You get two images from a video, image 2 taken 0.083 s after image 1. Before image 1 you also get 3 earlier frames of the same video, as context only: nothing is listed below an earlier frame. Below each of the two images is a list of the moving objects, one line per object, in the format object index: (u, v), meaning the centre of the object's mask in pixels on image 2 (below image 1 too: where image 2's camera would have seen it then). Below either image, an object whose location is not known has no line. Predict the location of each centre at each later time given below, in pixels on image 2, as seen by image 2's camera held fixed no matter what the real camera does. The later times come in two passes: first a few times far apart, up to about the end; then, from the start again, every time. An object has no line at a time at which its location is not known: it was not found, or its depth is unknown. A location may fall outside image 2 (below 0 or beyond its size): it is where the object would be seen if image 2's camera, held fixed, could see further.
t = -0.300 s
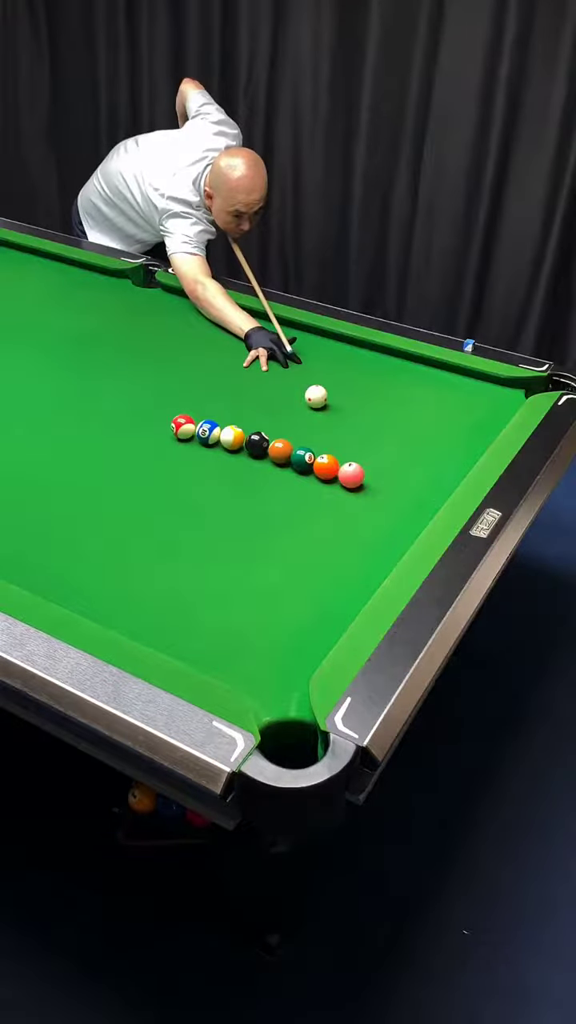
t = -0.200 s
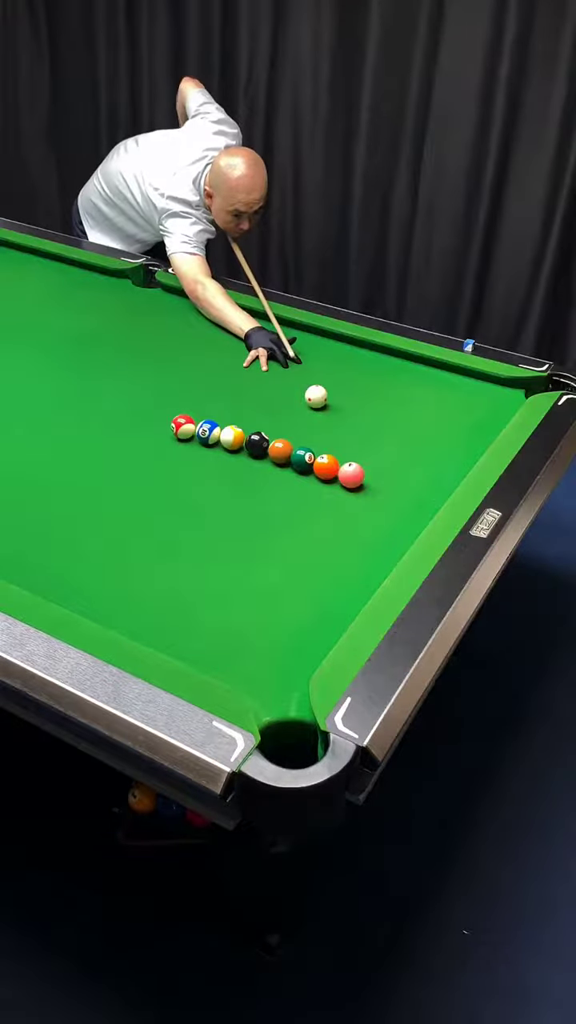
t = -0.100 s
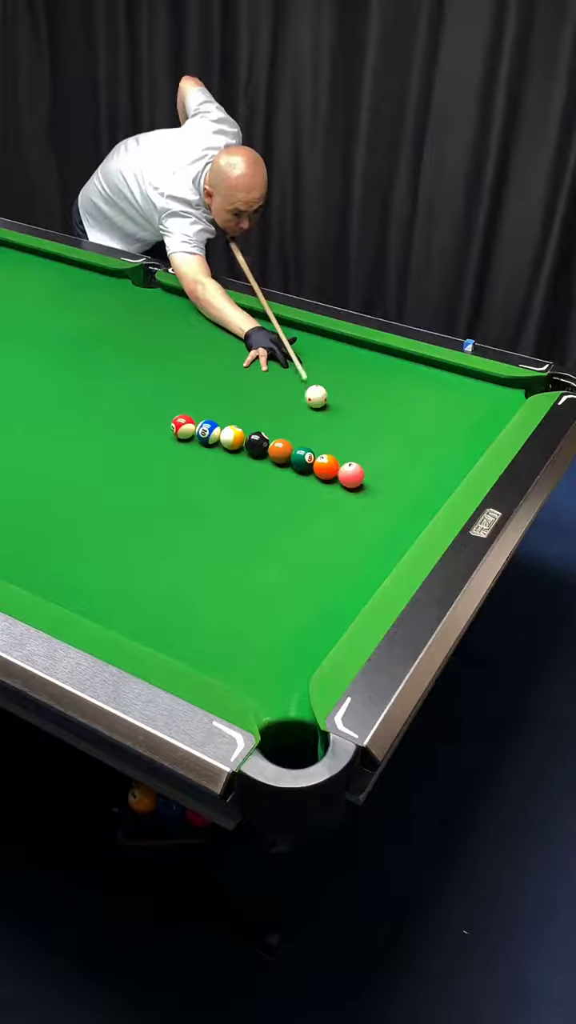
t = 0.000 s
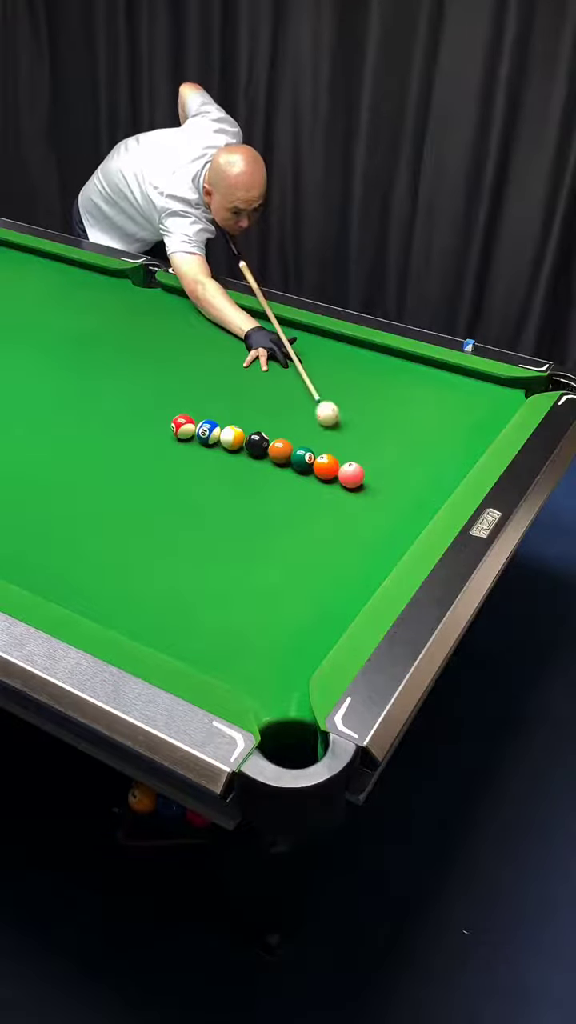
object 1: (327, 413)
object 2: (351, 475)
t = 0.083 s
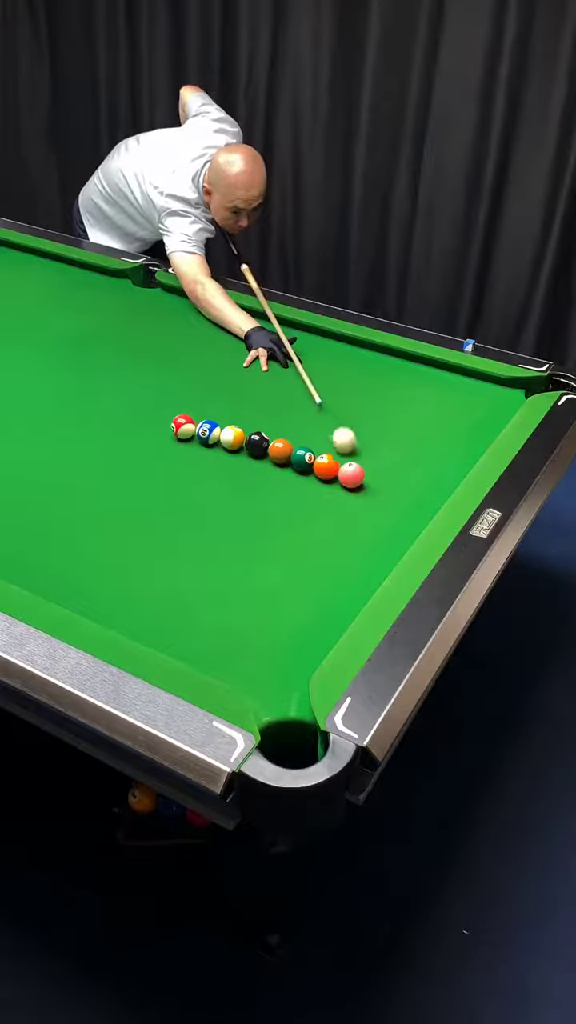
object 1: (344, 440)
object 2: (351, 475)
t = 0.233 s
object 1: (377, 466)
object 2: (344, 494)
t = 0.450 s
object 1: (424, 478)
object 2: (328, 538)
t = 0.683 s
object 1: (434, 474)
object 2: (310, 589)
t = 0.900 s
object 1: (414, 460)
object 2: (291, 641)
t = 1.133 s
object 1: (394, 445)
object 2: (268, 705)
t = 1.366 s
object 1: (377, 433)
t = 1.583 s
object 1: (363, 422)
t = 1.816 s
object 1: (348, 412)
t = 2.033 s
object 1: (338, 403)
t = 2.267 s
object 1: (327, 395)
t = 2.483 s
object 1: (319, 389)
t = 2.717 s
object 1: (310, 383)
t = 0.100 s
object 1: (347, 445)
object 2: (351, 475)
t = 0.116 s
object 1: (350, 449)
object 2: (351, 475)
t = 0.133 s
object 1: (353, 452)
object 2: (351, 475)
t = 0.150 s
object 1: (357, 456)
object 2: (351, 475)
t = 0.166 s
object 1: (362, 461)
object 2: (350, 479)
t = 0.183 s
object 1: (366, 463)
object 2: (348, 482)
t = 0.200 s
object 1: (369, 464)
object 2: (347, 487)
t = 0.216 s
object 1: (374, 465)
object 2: (346, 490)
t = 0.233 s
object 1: (377, 466)
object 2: (344, 494)
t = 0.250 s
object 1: (381, 467)
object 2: (343, 498)
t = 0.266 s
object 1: (384, 468)
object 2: (341, 502)
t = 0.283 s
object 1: (388, 469)
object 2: (340, 505)
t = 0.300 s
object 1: (392, 470)
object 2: (339, 509)
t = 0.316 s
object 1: (395, 471)
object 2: (338, 512)
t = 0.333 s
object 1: (398, 471)
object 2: (337, 515)
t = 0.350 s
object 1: (402, 472)
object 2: (335, 518)
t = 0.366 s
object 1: (406, 473)
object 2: (334, 521)
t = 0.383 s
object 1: (409, 474)
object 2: (333, 525)
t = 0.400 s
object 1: (413, 475)
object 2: (331, 528)
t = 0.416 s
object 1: (416, 476)
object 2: (331, 531)
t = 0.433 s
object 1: (420, 477)
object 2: (329, 535)
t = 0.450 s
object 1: (424, 478)
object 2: (328, 538)
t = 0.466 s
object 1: (427, 479)
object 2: (327, 542)
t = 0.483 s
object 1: (431, 480)
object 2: (326, 545)
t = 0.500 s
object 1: (435, 481)
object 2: (324, 548)
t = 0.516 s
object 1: (438, 481)
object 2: (323, 552)
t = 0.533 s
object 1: (442, 482)
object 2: (322, 556)
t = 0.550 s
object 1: (445, 483)
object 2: (321, 559)
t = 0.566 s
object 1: (446, 483)
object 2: (320, 562)
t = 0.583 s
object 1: (444, 481)
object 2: (318, 566)
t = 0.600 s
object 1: (442, 481)
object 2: (317, 570)
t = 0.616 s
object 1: (441, 479)
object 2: (315, 573)
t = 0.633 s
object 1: (439, 478)
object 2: (314, 577)
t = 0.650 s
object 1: (437, 477)
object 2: (313, 581)
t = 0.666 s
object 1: (436, 476)
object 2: (311, 585)
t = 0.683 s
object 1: (434, 474)
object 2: (310, 589)
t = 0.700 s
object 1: (432, 473)
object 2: (309, 592)
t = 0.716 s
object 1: (431, 472)
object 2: (307, 596)
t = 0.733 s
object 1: (429, 471)
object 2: (306, 600)
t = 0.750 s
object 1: (427, 470)
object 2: (305, 604)
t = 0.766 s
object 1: (426, 469)
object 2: (303, 608)
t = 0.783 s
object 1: (424, 468)
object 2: (301, 612)
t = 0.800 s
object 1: (423, 466)
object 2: (300, 616)
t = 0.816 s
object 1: (421, 465)
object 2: (298, 620)
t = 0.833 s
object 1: (420, 464)
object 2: (297, 624)
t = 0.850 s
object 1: (418, 463)
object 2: (295, 629)
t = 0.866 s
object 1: (417, 462)
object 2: (294, 633)
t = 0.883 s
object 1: (415, 461)
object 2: (292, 637)
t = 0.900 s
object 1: (414, 460)
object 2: (291, 641)
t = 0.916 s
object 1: (412, 459)
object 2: (289, 646)
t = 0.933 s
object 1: (411, 458)
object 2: (287, 650)
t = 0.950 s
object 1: (410, 457)
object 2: (286, 655)
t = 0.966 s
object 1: (408, 456)
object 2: (284, 659)
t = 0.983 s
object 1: (407, 454)
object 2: (282, 663)
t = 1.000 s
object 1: (405, 453)
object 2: (281, 668)
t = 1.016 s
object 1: (404, 452)
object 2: (279, 672)
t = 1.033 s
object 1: (403, 451)
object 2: (278, 677)
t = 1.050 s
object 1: (401, 450)
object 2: (276, 681)
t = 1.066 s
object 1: (400, 450)
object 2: (274, 687)
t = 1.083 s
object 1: (398, 448)
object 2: (273, 691)
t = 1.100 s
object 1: (397, 447)
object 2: (272, 695)
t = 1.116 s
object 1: (396, 446)
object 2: (270, 700)
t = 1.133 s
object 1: (394, 445)
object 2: (268, 705)
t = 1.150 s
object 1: (393, 445)
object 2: (268, 709)
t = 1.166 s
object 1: (392, 444)
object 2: (271, 713)
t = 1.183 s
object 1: (390, 443)
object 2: (275, 719)
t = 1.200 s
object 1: (389, 442)
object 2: (278, 724)
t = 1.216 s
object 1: (388, 441)
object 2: (282, 732)
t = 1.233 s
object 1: (387, 440)
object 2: (286, 739)
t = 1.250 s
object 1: (386, 439)
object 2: (289, 748)
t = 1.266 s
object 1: (384, 438)
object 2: (293, 755)
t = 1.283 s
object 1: (383, 437)
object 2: (296, 760)
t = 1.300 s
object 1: (382, 436)
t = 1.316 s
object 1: (381, 435)
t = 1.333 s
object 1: (379, 434)
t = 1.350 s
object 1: (378, 433)
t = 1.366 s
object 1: (377, 433)
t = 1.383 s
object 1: (376, 432)
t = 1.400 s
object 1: (375, 431)
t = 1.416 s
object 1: (374, 430)
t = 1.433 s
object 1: (372, 429)
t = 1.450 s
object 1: (371, 428)
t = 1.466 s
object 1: (370, 427)
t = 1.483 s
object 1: (369, 427)
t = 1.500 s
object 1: (368, 426)
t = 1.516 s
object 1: (367, 425)
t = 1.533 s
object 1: (366, 424)
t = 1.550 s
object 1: (365, 423)
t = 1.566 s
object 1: (364, 423)
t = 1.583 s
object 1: (363, 422)
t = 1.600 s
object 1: (361, 421)
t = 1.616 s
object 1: (360, 421)
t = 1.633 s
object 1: (360, 420)
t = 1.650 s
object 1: (358, 419)
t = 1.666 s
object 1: (357, 418)
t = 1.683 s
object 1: (356, 418)
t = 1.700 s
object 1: (355, 417)
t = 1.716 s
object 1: (354, 416)
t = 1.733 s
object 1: (354, 415)
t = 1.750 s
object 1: (352, 415)
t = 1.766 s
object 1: (351, 414)
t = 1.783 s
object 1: (350, 413)
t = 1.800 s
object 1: (349, 413)
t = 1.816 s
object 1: (348, 412)
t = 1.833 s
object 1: (348, 411)
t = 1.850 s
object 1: (347, 410)
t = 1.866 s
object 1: (346, 410)
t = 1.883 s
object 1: (345, 409)
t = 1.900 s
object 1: (344, 409)
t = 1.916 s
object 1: (344, 408)
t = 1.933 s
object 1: (343, 407)
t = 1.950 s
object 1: (342, 407)
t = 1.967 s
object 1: (341, 406)
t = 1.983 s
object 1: (340, 406)
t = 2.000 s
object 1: (339, 405)
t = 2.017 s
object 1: (338, 404)
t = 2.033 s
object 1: (338, 403)
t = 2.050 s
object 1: (337, 403)
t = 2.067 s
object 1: (336, 402)
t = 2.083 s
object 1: (335, 402)
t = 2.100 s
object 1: (335, 401)
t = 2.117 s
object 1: (334, 400)
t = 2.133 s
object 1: (333, 400)
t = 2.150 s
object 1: (332, 399)
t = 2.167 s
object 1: (331, 399)
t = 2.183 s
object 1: (331, 398)
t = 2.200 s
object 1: (330, 398)
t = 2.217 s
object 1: (329, 397)
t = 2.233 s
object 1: (328, 396)
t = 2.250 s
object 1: (328, 396)
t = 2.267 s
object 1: (327, 395)
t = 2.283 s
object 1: (327, 395)
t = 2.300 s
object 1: (326, 394)
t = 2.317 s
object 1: (325, 394)
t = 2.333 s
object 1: (325, 393)
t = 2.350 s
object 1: (324, 393)
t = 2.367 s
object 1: (323, 392)
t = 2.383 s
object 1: (322, 392)
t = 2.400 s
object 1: (322, 391)
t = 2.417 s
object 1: (321, 390)
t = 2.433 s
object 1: (321, 390)
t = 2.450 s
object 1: (320, 390)
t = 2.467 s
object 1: (319, 389)
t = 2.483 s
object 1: (319, 389)
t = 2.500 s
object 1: (318, 388)
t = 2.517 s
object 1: (318, 388)
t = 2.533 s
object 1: (317, 387)
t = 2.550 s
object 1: (316, 387)
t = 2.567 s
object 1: (316, 386)
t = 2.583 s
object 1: (315, 386)
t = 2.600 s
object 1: (314, 386)
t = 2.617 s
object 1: (314, 385)
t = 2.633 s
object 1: (313, 385)
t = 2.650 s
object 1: (313, 384)
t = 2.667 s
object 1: (312, 384)
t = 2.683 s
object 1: (312, 384)
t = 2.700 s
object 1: (311, 383)
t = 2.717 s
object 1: (310, 383)
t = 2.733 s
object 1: (310, 382)
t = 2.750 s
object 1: (309, 382)
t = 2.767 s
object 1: (309, 382)
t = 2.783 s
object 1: (308, 381)
